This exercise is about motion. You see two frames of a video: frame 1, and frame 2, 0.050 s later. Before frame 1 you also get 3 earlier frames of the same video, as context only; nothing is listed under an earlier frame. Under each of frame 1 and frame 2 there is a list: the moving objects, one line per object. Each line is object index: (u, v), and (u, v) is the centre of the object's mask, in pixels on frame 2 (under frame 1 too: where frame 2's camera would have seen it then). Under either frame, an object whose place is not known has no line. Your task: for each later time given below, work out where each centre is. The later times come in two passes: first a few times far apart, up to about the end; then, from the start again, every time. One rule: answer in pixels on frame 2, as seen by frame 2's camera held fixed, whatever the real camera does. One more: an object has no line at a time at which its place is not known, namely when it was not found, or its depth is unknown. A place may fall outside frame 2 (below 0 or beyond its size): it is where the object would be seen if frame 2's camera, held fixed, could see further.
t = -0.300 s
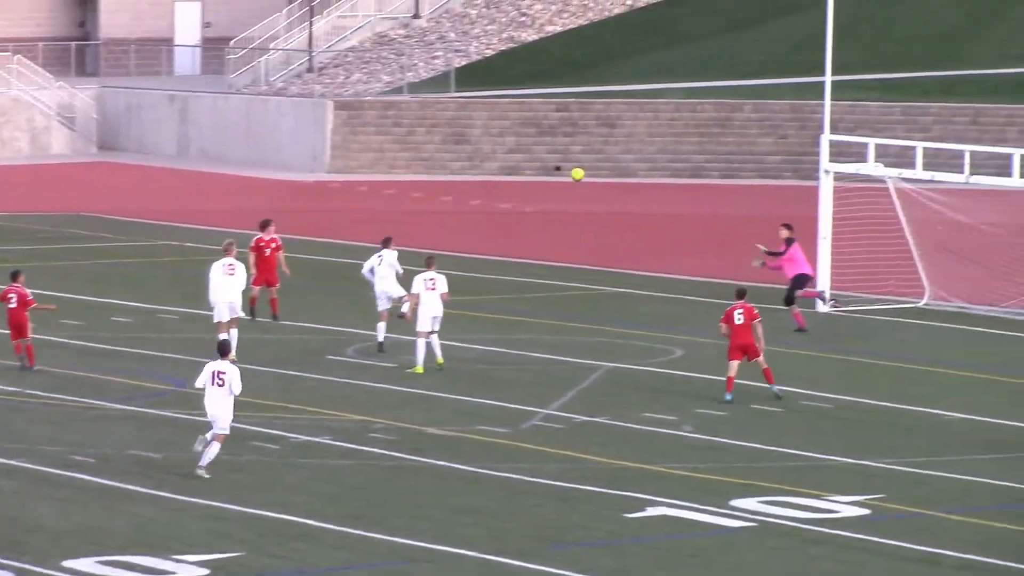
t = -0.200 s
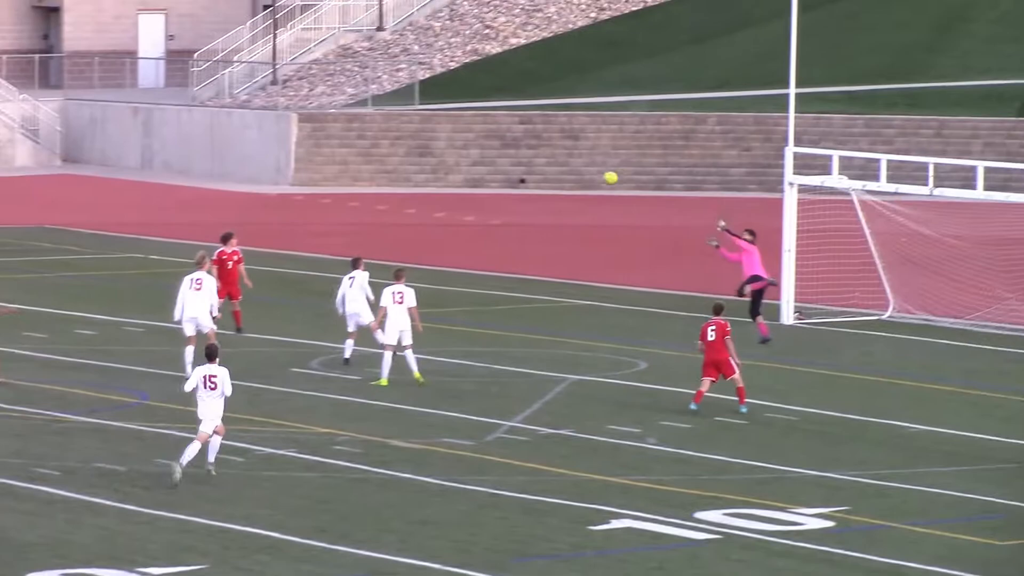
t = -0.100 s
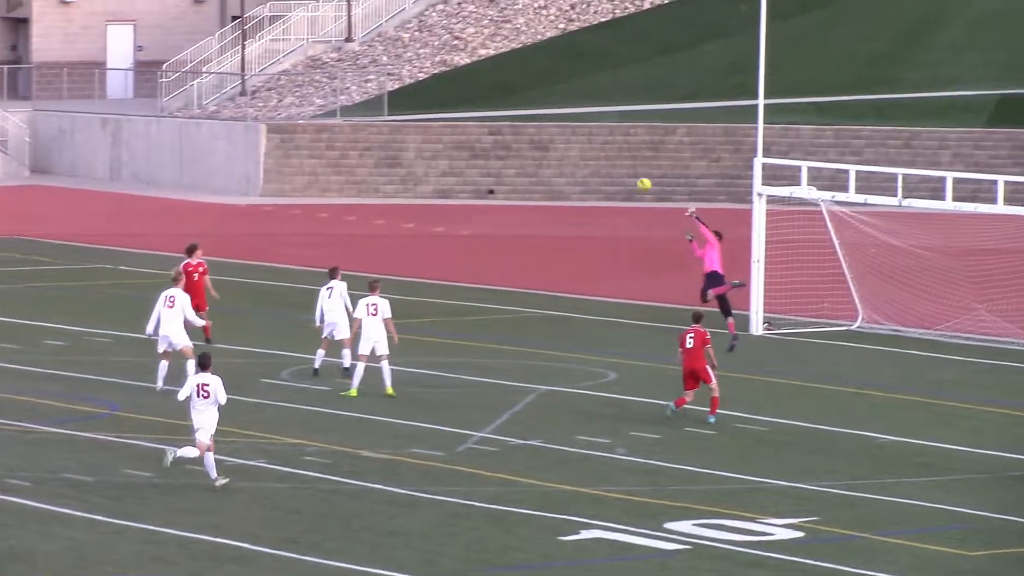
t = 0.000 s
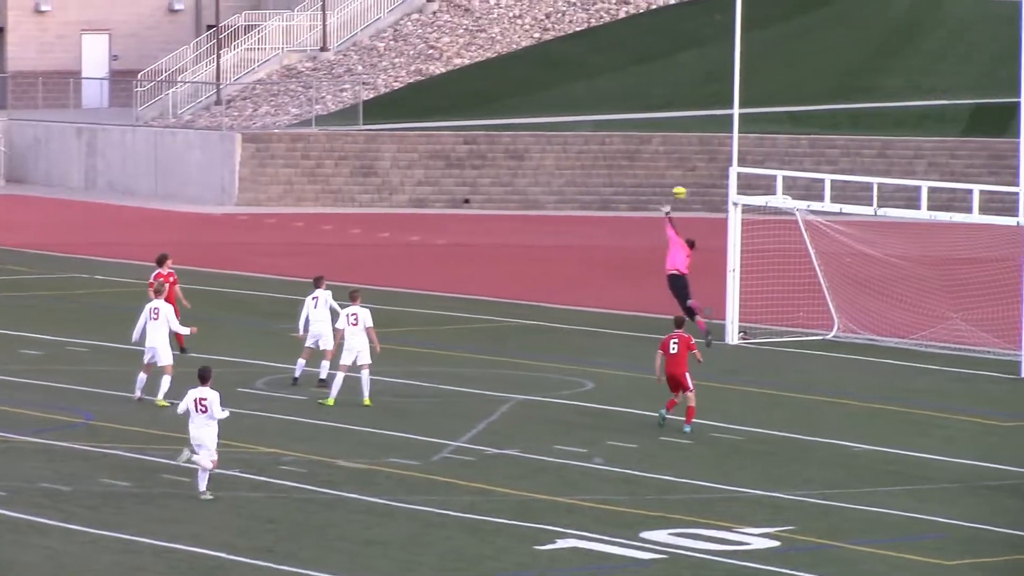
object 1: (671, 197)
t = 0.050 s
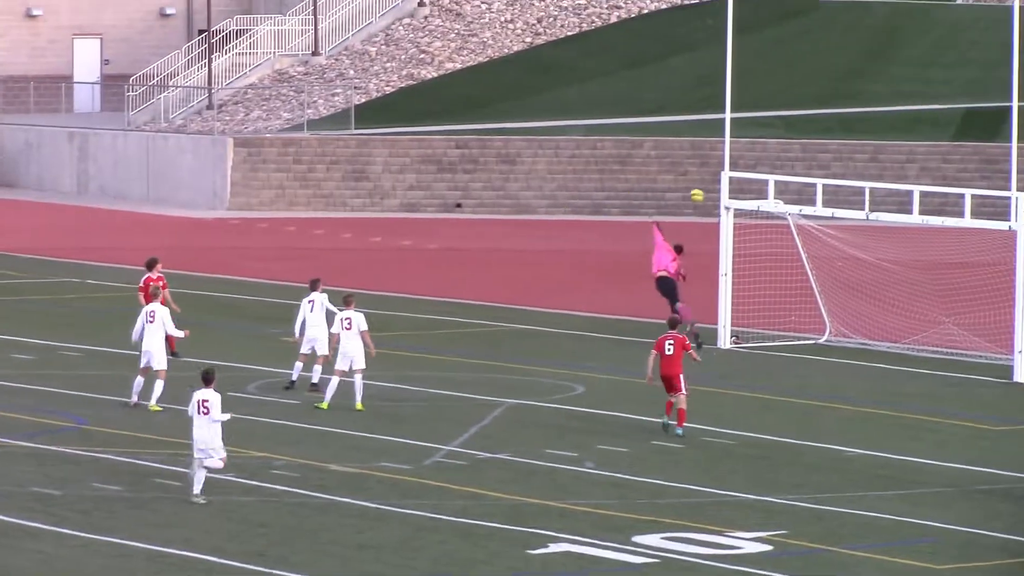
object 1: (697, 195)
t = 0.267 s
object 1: (776, 190)
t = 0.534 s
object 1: (815, 237)
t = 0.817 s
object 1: (838, 254)
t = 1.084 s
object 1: (862, 307)
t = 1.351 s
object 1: (901, 341)
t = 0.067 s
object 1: (705, 195)
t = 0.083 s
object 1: (713, 195)
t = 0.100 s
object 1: (720, 195)
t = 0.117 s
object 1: (730, 196)
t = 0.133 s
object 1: (738, 196)
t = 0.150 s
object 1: (745, 197)
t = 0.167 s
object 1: (754, 197)
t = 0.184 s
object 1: (762, 199)
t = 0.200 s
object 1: (762, 193)
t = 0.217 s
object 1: (763, 185)
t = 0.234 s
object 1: (764, 183)
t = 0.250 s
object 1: (767, 185)
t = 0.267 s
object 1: (776, 190)
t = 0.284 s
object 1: (778, 192)
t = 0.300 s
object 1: (780, 195)
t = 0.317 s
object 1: (783, 199)
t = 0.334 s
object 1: (787, 201)
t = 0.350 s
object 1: (790, 202)
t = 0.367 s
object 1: (794, 217)
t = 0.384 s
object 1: (796, 218)
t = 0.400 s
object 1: (799, 219)
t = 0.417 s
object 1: (804, 224)
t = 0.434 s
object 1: (806, 227)
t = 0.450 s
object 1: (808, 230)
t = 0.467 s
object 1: (810, 232)
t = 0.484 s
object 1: (812, 235)
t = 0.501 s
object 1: (814, 236)
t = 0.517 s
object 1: (814, 236)
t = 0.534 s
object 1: (815, 237)
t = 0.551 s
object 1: (816, 238)
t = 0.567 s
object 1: (817, 238)
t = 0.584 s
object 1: (818, 238)
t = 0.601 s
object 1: (820, 238)
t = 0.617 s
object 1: (822, 239)
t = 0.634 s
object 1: (823, 240)
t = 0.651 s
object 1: (824, 240)
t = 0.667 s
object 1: (826, 241)
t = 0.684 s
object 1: (827, 242)
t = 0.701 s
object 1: (828, 243)
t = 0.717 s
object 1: (830, 244)
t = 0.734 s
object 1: (831, 245)
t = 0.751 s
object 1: (833, 247)
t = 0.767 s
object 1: (834, 249)
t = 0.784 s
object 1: (835, 250)
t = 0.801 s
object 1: (837, 252)
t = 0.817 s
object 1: (838, 254)
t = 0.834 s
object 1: (840, 257)
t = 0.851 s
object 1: (841, 259)
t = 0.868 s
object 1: (842, 262)
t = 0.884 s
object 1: (844, 264)
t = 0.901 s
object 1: (845, 267)
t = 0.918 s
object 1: (847, 270)
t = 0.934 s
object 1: (849, 272)
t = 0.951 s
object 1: (850, 276)
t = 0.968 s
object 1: (851, 280)
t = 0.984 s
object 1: (852, 284)
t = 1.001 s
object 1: (854, 287)
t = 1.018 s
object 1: (855, 291)
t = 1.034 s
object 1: (856, 295)
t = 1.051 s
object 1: (858, 299)
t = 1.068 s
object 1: (860, 303)
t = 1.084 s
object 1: (862, 307)
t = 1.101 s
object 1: (863, 312)
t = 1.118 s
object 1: (864, 317)
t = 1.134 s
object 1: (865, 322)
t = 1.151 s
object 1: (867, 327)
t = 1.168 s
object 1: (868, 333)
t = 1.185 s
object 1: (869, 337)
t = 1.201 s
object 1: (870, 341)
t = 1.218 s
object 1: (874, 341)
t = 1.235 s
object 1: (877, 341)
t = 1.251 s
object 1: (880, 340)
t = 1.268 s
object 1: (884, 340)
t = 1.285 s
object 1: (887, 340)
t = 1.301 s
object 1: (891, 341)
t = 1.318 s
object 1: (894, 341)
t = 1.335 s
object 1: (897, 341)
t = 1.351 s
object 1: (901, 341)
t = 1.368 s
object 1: (904, 341)
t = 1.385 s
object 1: (907, 341)
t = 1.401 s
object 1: (909, 340)
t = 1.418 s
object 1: (912, 339)
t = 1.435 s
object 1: (916, 338)
